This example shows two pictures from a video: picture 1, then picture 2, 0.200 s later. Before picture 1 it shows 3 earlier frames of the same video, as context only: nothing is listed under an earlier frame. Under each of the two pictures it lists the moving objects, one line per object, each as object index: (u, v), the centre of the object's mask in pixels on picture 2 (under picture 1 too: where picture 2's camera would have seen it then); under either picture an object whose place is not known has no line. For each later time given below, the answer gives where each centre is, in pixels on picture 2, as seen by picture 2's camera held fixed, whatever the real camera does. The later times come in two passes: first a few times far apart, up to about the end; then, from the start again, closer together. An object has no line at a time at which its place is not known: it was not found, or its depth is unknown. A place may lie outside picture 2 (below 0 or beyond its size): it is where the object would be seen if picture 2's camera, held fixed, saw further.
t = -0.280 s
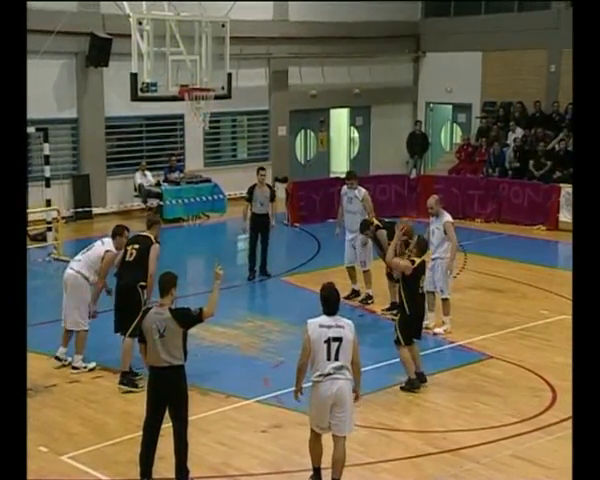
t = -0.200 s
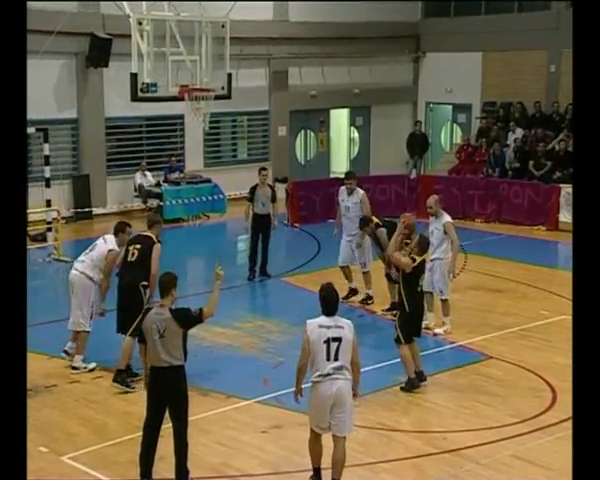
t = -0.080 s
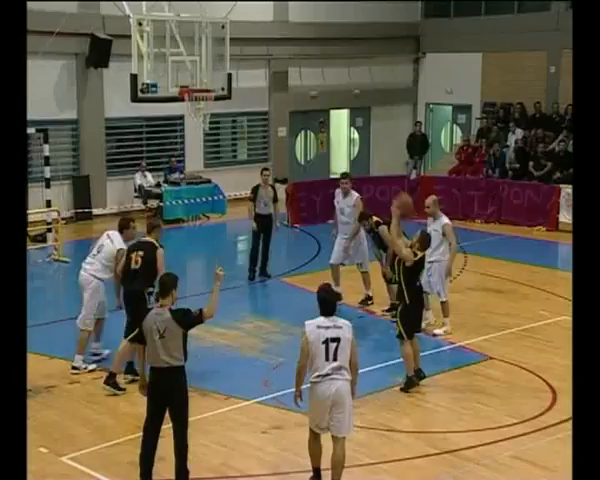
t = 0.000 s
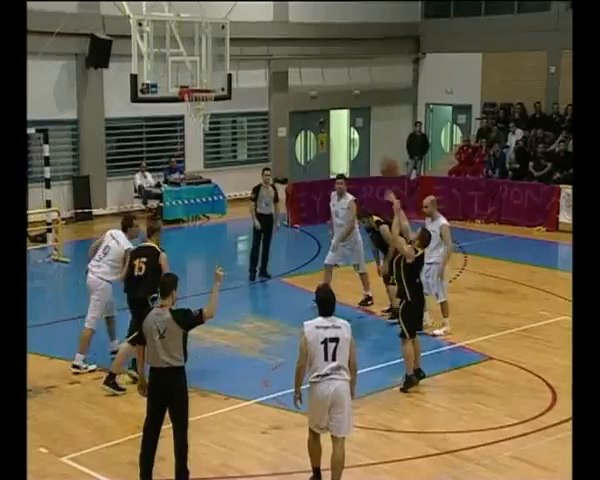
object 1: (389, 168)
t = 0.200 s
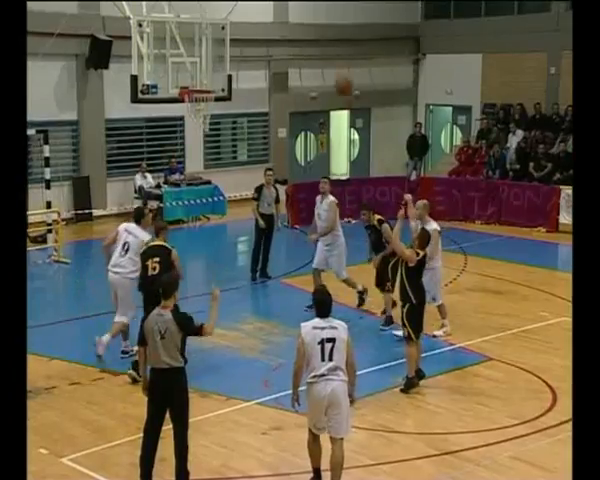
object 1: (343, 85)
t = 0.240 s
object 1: (334, 73)
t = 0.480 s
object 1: (286, 35)
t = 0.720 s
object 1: (244, 46)
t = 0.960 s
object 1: (214, 76)
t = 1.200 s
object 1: (218, 59)
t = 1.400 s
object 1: (223, 76)
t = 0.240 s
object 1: (334, 73)
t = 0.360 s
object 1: (311, 48)
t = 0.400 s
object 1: (302, 42)
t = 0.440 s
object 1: (295, 39)
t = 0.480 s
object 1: (286, 35)
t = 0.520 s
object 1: (279, 34)
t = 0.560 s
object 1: (272, 34)
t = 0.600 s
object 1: (265, 34)
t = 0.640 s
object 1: (258, 37)
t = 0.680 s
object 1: (250, 40)
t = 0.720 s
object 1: (244, 46)
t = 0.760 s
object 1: (236, 53)
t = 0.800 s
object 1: (231, 58)
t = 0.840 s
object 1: (224, 68)
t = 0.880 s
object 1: (216, 77)
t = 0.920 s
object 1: (213, 83)
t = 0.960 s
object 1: (214, 76)
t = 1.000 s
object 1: (214, 70)
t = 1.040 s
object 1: (215, 66)
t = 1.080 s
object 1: (216, 62)
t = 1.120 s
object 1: (217, 60)
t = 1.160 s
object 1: (217, 59)
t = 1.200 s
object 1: (218, 59)
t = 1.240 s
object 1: (219, 59)
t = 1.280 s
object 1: (220, 62)
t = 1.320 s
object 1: (220, 65)
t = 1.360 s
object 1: (221, 70)
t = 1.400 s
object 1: (223, 76)
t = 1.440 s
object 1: (224, 83)
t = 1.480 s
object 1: (223, 89)
